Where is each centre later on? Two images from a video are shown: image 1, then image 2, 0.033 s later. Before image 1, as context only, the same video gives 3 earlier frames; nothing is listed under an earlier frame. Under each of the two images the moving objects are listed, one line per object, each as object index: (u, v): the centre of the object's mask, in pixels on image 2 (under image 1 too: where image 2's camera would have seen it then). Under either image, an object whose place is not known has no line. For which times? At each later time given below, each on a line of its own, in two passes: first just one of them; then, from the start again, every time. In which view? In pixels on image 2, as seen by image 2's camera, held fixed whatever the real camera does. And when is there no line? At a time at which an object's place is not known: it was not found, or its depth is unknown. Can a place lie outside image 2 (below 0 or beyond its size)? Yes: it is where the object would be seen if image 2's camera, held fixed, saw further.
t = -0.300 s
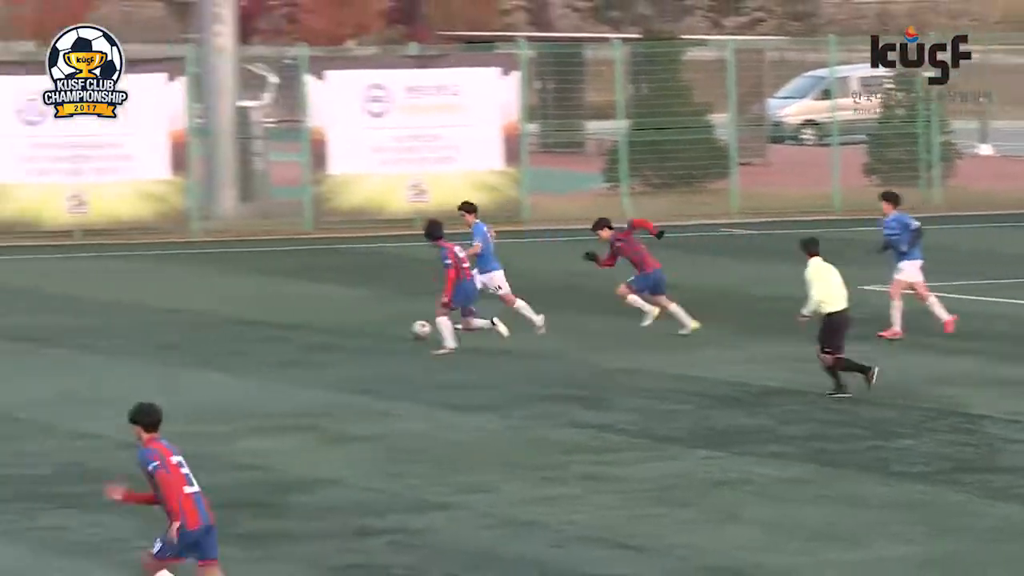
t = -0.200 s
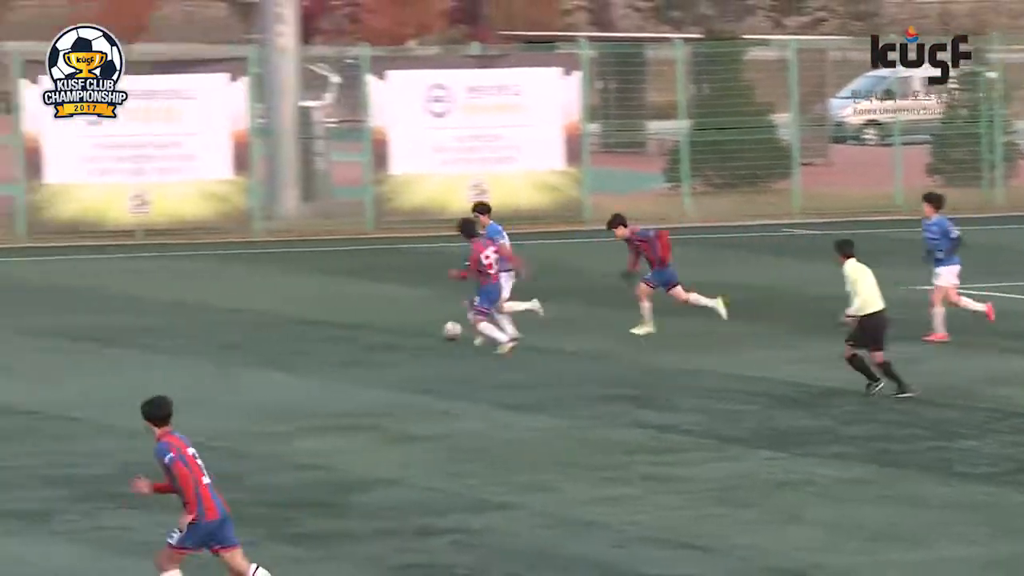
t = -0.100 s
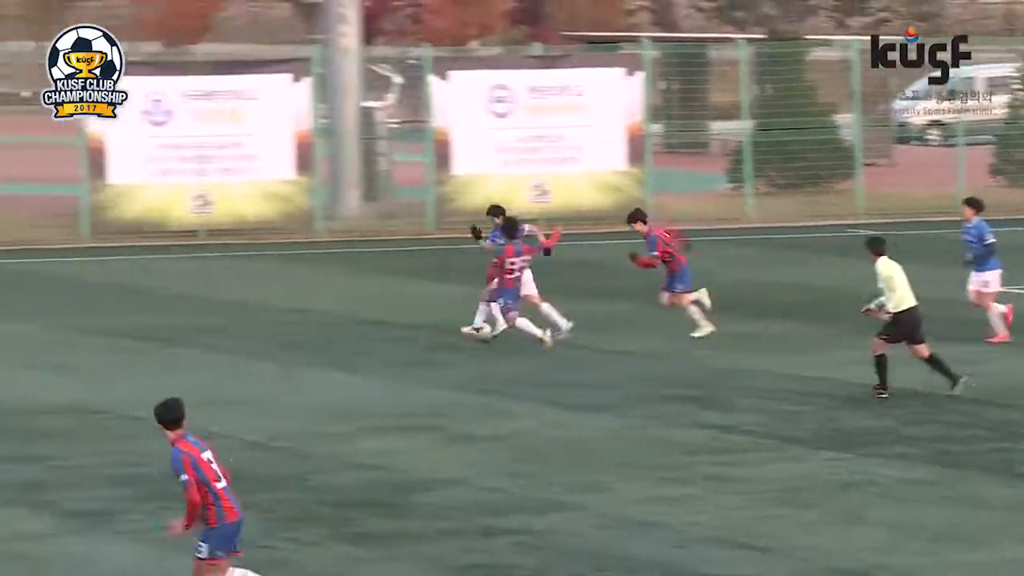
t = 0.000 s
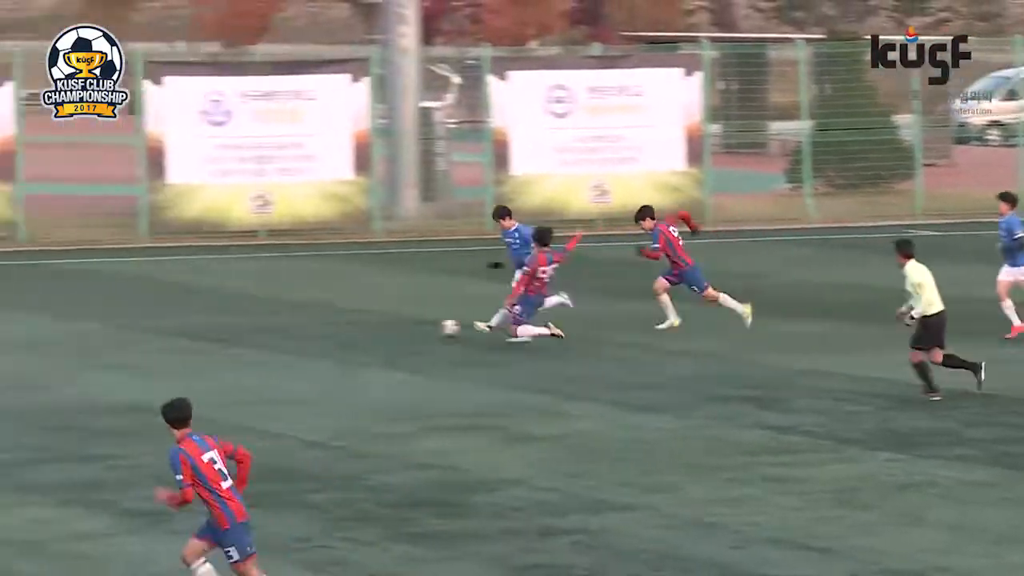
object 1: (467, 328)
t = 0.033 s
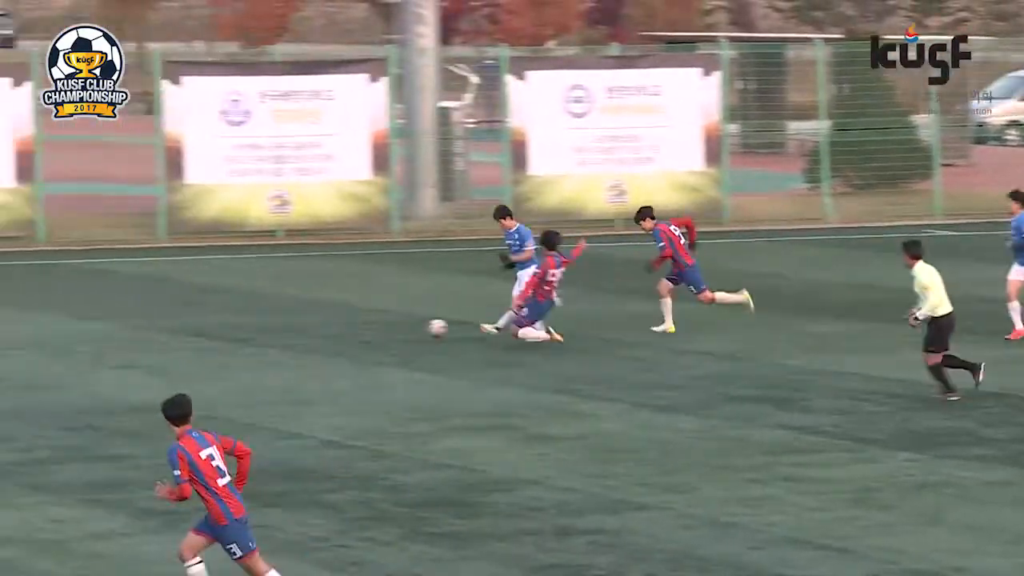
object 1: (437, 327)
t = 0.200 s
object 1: (291, 333)
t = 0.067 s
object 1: (407, 328)
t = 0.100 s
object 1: (378, 329)
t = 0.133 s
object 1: (347, 332)
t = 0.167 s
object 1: (319, 334)
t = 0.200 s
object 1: (291, 333)
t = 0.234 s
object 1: (264, 333)
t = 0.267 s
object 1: (236, 334)
